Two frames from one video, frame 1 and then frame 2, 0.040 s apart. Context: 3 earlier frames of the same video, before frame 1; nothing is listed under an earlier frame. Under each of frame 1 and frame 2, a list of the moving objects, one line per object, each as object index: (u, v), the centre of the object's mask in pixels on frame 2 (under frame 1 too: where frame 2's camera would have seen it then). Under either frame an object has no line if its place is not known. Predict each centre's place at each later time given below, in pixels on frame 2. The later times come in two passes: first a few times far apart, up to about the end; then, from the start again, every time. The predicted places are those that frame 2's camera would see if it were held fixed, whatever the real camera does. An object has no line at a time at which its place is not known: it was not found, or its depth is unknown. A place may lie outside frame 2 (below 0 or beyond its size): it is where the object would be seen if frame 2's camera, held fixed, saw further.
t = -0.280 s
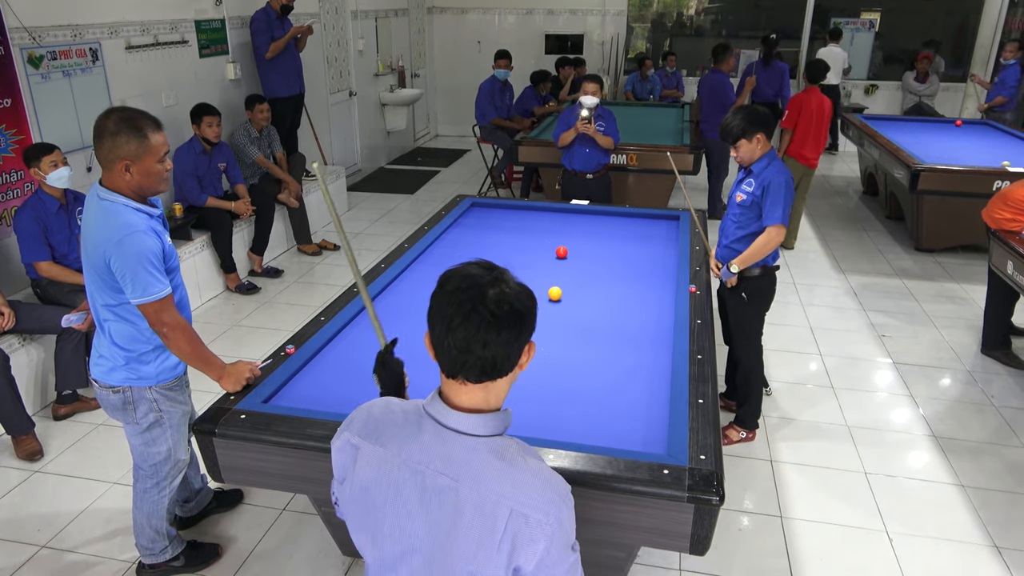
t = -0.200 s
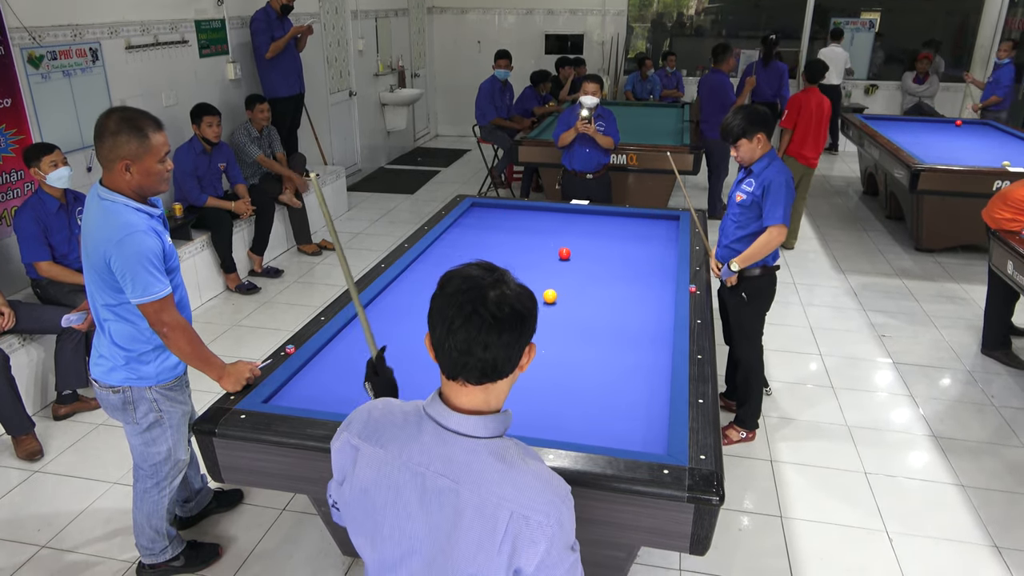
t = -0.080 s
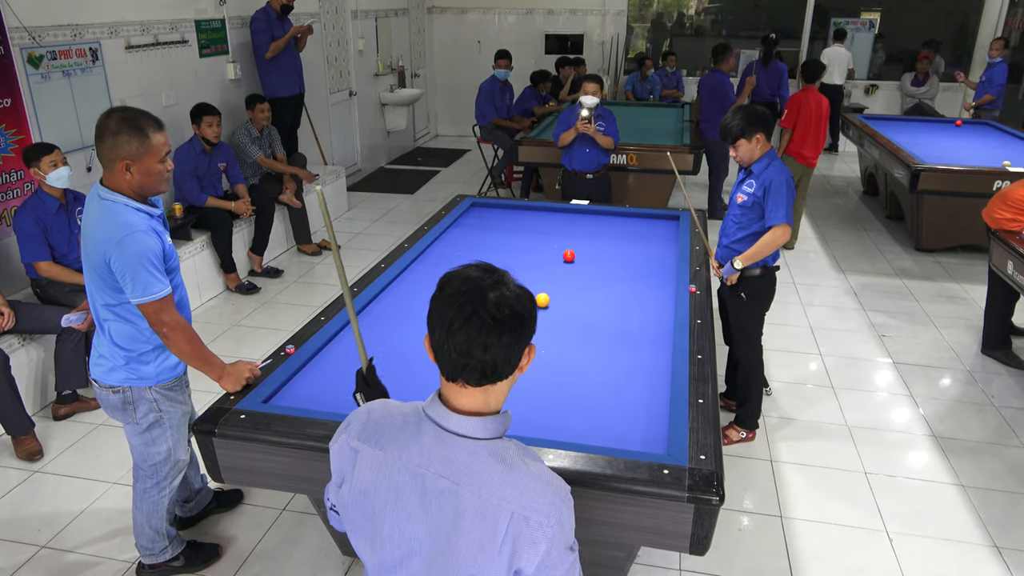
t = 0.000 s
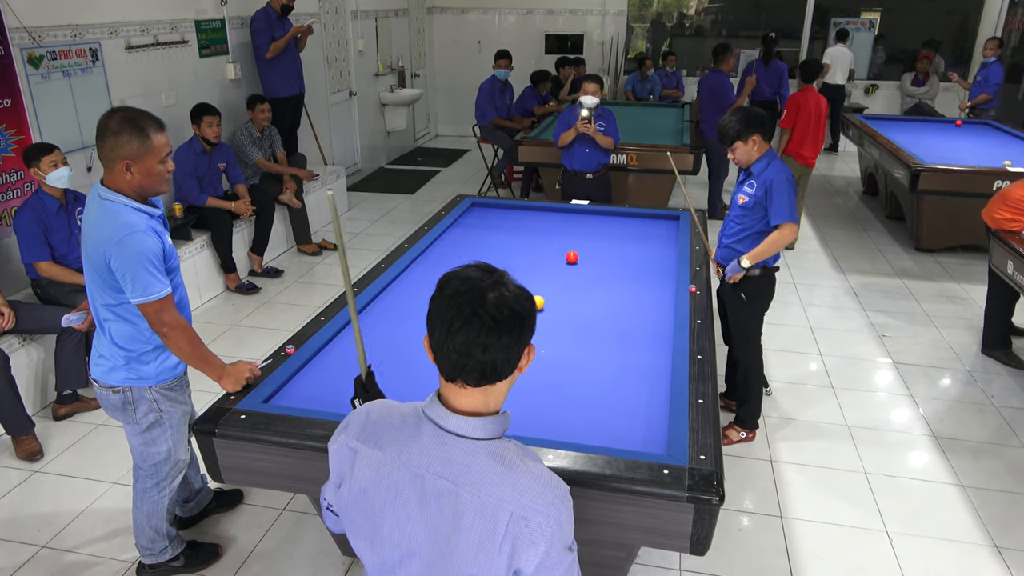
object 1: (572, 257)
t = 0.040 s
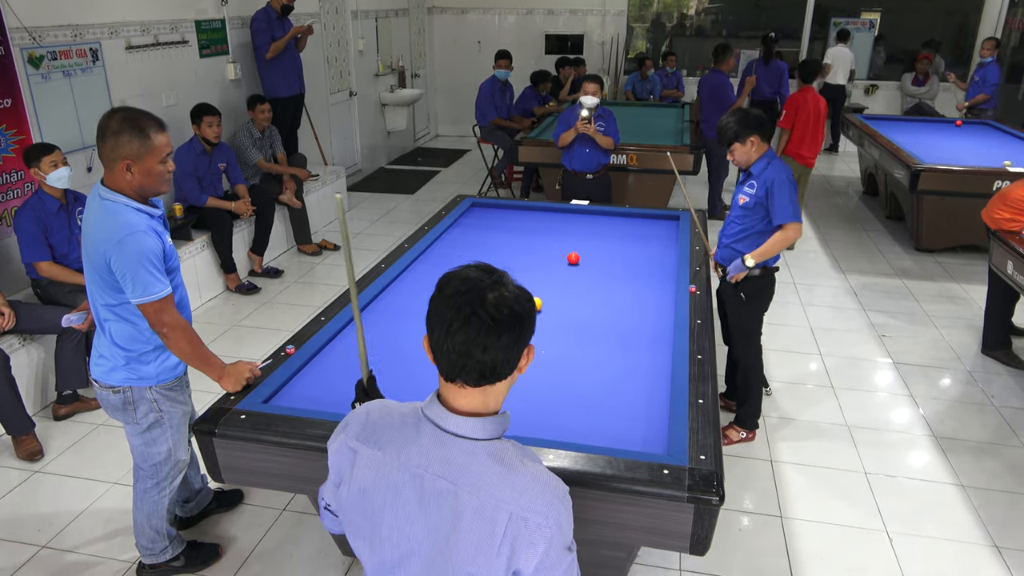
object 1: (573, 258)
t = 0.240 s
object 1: (580, 261)
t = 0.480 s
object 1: (589, 266)
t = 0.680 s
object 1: (596, 269)
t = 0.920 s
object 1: (605, 273)
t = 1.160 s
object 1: (613, 277)
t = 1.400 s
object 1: (620, 281)
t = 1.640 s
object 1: (628, 285)
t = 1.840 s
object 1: (635, 288)
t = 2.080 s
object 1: (642, 292)
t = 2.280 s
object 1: (648, 295)
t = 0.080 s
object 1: (574, 258)
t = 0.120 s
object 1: (576, 259)
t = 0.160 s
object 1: (577, 259)
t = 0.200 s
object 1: (579, 261)
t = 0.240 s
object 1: (580, 261)
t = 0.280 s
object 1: (582, 262)
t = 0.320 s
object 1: (583, 263)
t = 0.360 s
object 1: (585, 264)
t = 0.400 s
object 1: (586, 264)
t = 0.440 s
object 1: (588, 265)
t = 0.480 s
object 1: (589, 266)
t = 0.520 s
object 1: (591, 266)
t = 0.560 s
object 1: (592, 267)
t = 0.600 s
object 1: (593, 268)
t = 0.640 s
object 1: (595, 268)
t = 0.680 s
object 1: (596, 269)
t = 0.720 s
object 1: (597, 270)
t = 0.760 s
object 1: (599, 271)
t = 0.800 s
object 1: (600, 271)
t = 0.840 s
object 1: (602, 272)
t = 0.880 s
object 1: (603, 273)
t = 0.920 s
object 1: (605, 273)
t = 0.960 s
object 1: (606, 274)
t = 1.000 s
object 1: (607, 275)
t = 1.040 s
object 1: (608, 275)
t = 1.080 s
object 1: (610, 276)
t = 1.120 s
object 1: (611, 277)
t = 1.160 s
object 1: (613, 277)
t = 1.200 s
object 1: (614, 278)
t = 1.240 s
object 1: (615, 279)
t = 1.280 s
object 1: (616, 279)
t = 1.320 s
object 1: (618, 280)
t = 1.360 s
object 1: (619, 281)
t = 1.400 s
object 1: (620, 281)
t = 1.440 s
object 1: (622, 282)
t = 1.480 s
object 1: (623, 282)
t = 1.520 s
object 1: (624, 283)
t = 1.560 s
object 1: (626, 284)
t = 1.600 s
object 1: (627, 285)
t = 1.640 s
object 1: (628, 285)
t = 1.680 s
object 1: (630, 286)
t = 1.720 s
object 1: (631, 286)
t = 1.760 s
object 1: (632, 287)
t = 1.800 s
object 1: (634, 288)
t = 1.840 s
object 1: (635, 288)
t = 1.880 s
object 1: (636, 289)
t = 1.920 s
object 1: (637, 290)
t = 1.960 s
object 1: (639, 290)
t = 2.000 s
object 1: (640, 291)
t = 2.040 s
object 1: (641, 291)
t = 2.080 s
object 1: (642, 292)
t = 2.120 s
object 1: (644, 292)
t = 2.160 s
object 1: (645, 293)
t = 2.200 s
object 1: (646, 294)
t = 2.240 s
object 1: (647, 294)
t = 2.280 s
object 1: (648, 295)
